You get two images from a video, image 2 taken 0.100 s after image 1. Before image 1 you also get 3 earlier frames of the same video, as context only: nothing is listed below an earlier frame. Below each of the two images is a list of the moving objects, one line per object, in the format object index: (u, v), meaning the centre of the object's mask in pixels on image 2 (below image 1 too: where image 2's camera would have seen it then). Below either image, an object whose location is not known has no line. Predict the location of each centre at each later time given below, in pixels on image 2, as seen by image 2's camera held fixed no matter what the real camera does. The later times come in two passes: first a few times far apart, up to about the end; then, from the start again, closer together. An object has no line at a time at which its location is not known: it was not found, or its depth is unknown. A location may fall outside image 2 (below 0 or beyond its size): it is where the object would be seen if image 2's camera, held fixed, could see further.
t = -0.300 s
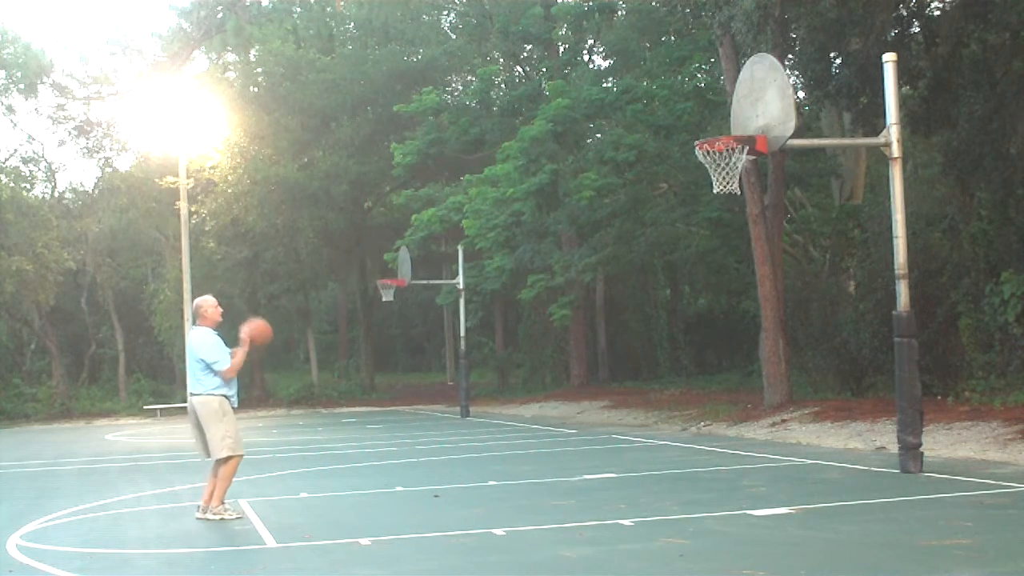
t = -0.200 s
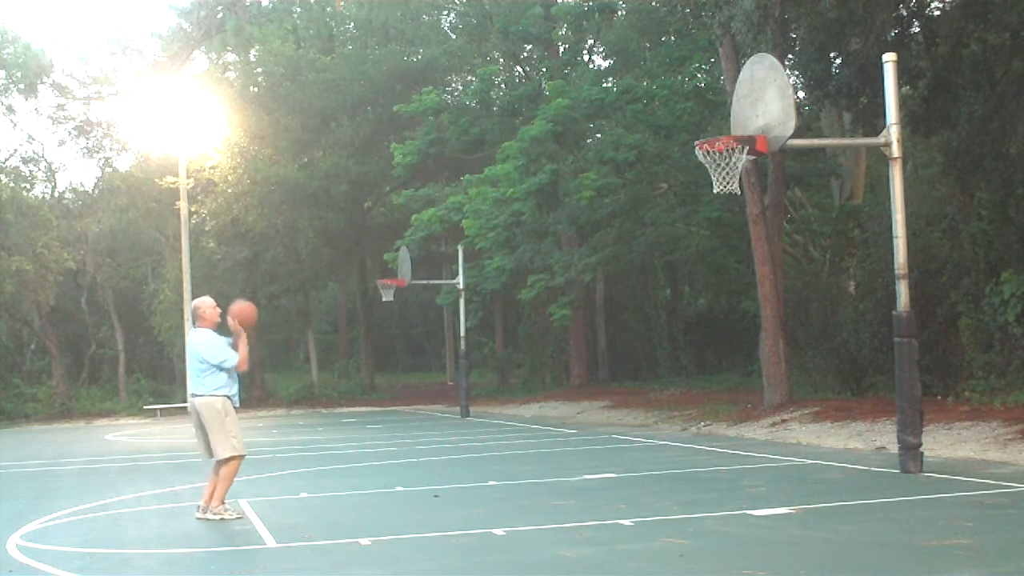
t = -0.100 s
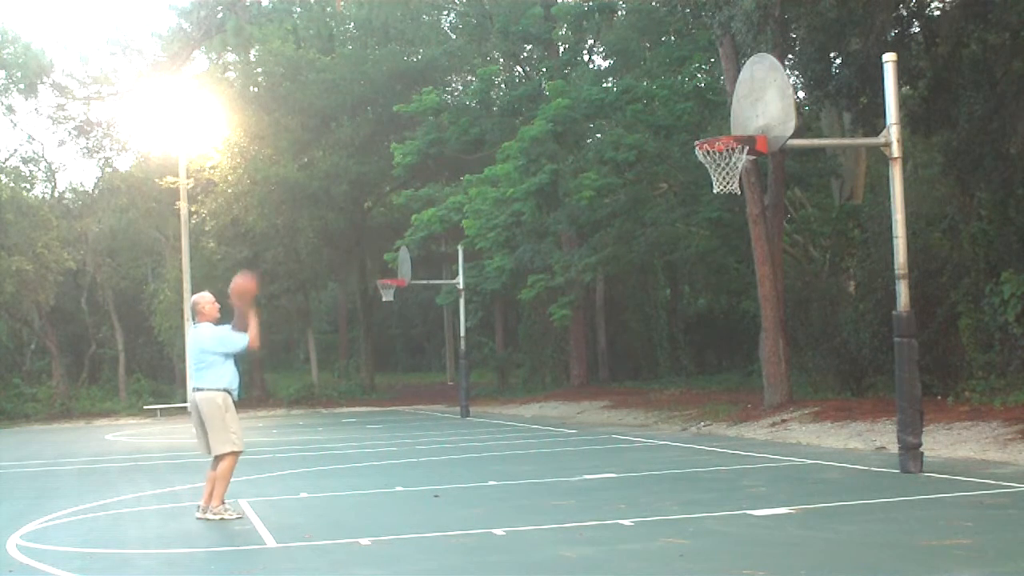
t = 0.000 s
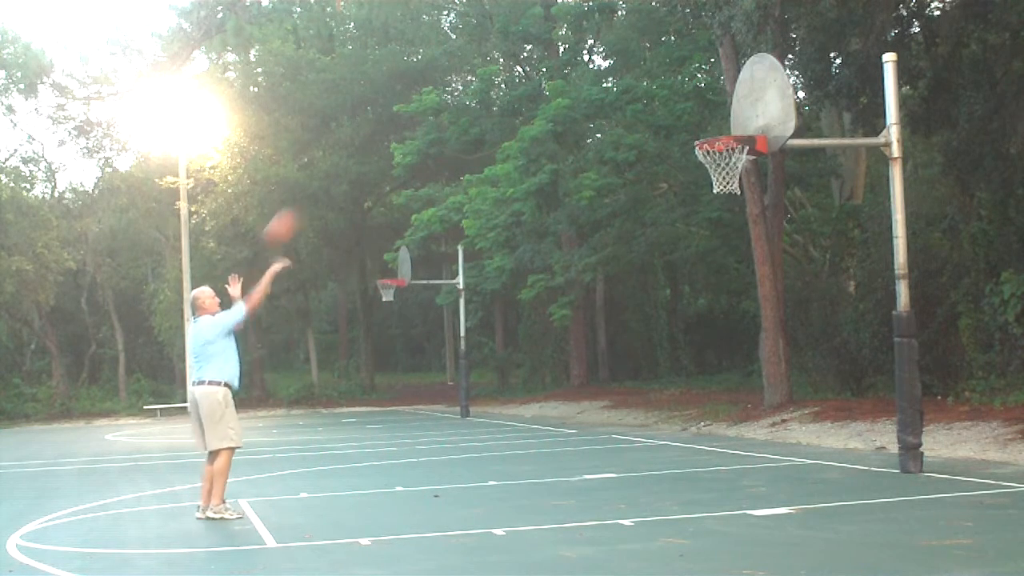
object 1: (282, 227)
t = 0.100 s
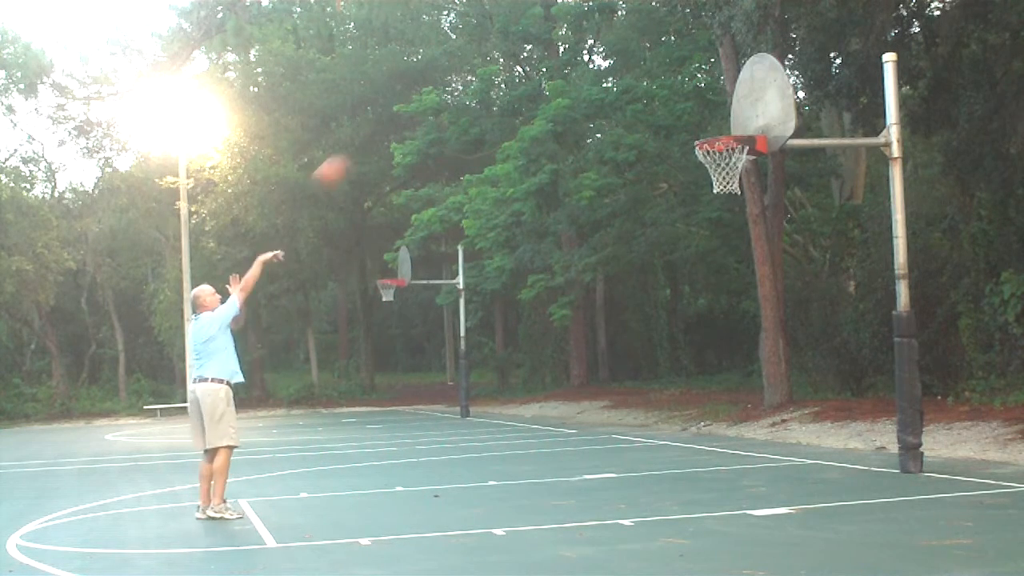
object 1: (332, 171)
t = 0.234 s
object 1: (397, 115)
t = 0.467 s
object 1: (510, 64)
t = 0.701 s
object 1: (623, 74)
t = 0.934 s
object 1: (726, 128)
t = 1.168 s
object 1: (688, 127)
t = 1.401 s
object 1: (638, 158)
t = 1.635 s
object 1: (589, 252)
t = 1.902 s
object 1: (534, 449)
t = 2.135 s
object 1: (491, 381)
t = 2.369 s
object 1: (452, 306)
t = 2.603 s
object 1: (417, 293)
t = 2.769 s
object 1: (391, 321)
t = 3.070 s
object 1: (350, 462)
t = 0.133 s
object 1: (349, 155)
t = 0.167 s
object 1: (365, 139)
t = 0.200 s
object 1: (381, 127)
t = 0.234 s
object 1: (397, 115)
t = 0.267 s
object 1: (414, 103)
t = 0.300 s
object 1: (430, 94)
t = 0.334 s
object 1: (447, 86)
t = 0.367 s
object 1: (462, 78)
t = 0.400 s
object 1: (478, 73)
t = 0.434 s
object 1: (495, 67)
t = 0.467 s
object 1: (510, 64)
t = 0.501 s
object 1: (528, 62)
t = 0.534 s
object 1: (544, 62)
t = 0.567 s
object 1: (559, 61)
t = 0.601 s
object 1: (573, 63)
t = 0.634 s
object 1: (589, 65)
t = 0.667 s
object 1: (609, 70)
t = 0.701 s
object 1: (623, 74)
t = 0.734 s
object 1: (638, 79)
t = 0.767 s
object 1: (653, 87)
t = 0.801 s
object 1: (669, 96)
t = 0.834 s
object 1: (684, 106)
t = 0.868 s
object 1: (700, 116)
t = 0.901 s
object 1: (714, 126)
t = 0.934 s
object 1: (726, 128)
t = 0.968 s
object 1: (731, 130)
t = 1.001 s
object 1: (726, 131)
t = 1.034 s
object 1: (717, 132)
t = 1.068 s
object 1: (711, 129)
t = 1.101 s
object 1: (703, 127)
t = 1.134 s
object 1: (695, 127)
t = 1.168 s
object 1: (688, 127)
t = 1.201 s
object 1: (681, 128)
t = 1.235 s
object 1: (675, 129)
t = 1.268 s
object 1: (667, 133)
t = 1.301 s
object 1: (659, 137)
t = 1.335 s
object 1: (652, 142)
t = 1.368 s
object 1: (645, 150)
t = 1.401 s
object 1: (638, 158)
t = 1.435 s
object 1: (631, 168)
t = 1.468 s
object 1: (624, 179)
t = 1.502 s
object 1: (616, 190)
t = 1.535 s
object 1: (609, 203)
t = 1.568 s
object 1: (602, 219)
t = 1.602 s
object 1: (596, 235)
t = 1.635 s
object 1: (589, 252)
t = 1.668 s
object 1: (581, 271)
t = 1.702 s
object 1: (574, 291)
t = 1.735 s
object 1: (567, 316)
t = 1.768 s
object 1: (560, 340)
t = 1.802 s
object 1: (553, 364)
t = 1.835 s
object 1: (547, 387)
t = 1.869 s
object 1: (540, 416)
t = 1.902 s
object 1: (534, 449)
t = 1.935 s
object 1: (525, 481)
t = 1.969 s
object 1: (520, 474)
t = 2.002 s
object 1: (514, 454)
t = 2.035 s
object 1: (509, 433)
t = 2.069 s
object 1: (501, 413)
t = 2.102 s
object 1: (496, 395)
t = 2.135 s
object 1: (491, 381)
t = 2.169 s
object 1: (486, 368)
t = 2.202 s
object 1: (480, 354)
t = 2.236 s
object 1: (475, 343)
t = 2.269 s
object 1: (470, 332)
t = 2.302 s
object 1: (464, 322)
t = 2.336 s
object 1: (458, 314)
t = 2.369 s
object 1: (452, 306)
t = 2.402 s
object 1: (447, 301)
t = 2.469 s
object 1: (437, 294)
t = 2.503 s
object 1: (432, 292)
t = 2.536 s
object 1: (426, 291)
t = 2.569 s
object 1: (422, 292)
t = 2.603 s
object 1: (417, 293)
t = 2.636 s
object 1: (411, 296)
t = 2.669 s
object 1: (406, 301)
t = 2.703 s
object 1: (401, 306)
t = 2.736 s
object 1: (396, 314)
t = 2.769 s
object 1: (391, 321)
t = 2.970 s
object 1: (363, 400)
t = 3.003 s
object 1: (359, 417)
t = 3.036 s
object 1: (355, 441)
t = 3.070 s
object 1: (350, 462)
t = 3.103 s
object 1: (346, 483)
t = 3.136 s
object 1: (340, 491)
